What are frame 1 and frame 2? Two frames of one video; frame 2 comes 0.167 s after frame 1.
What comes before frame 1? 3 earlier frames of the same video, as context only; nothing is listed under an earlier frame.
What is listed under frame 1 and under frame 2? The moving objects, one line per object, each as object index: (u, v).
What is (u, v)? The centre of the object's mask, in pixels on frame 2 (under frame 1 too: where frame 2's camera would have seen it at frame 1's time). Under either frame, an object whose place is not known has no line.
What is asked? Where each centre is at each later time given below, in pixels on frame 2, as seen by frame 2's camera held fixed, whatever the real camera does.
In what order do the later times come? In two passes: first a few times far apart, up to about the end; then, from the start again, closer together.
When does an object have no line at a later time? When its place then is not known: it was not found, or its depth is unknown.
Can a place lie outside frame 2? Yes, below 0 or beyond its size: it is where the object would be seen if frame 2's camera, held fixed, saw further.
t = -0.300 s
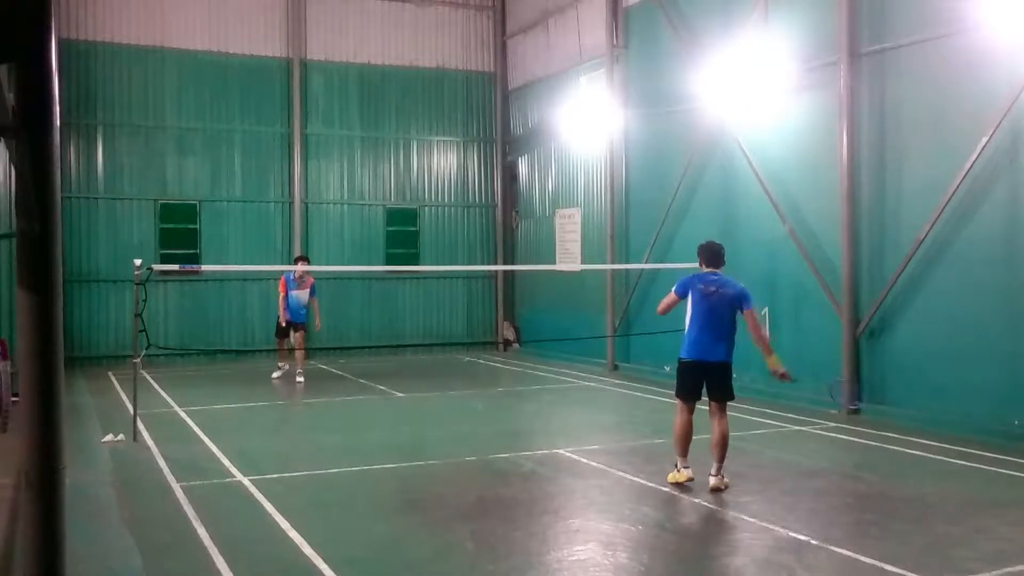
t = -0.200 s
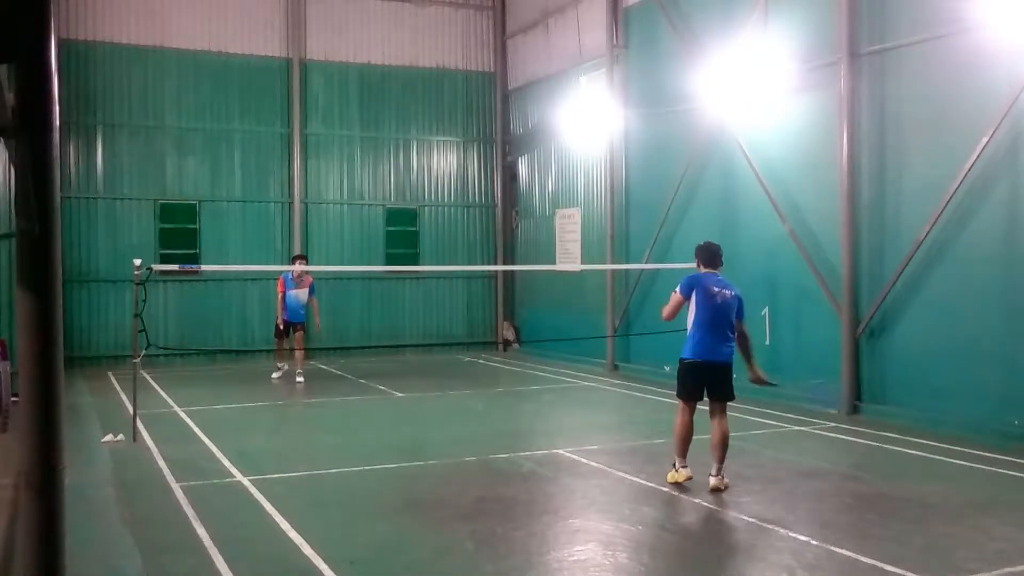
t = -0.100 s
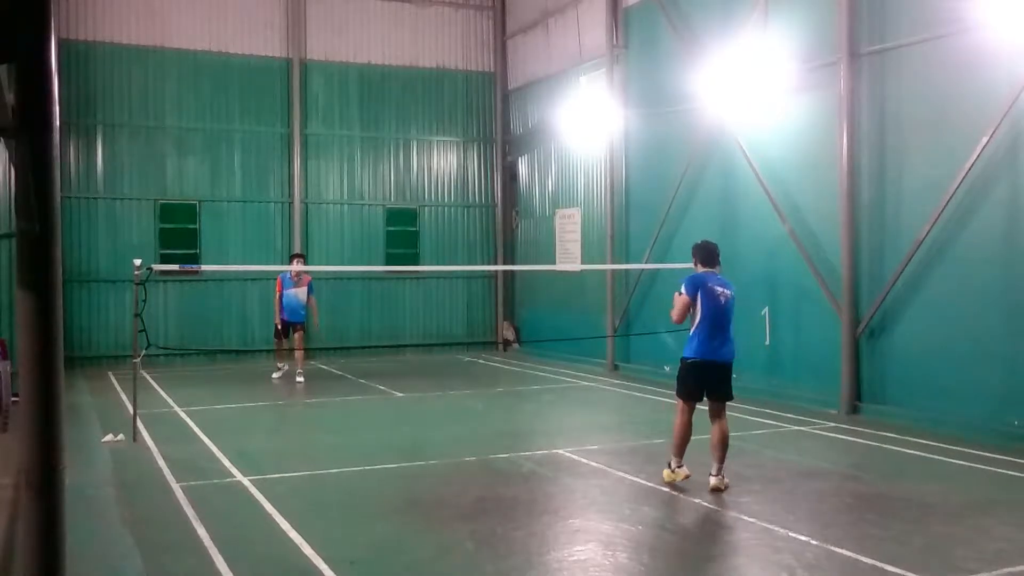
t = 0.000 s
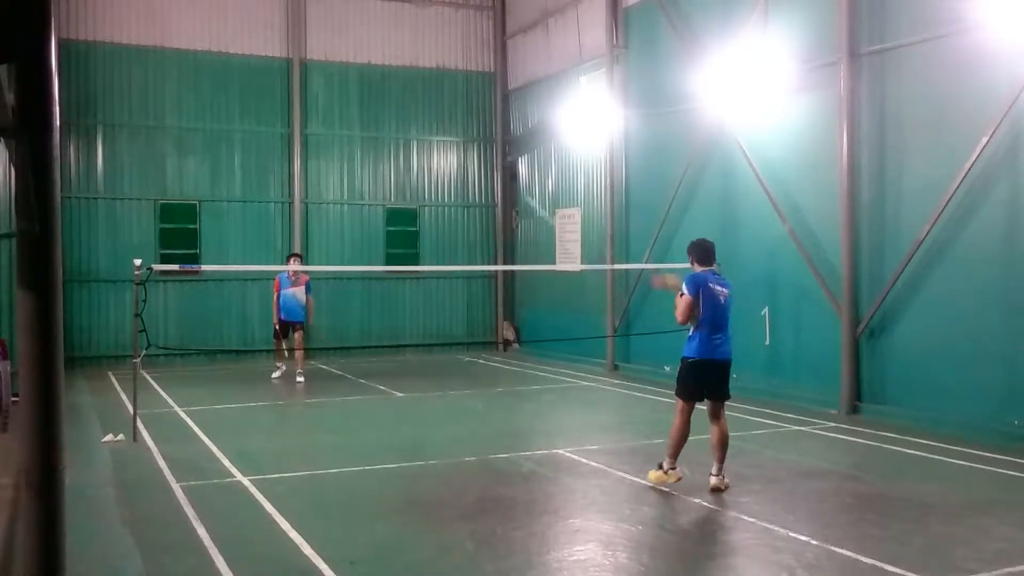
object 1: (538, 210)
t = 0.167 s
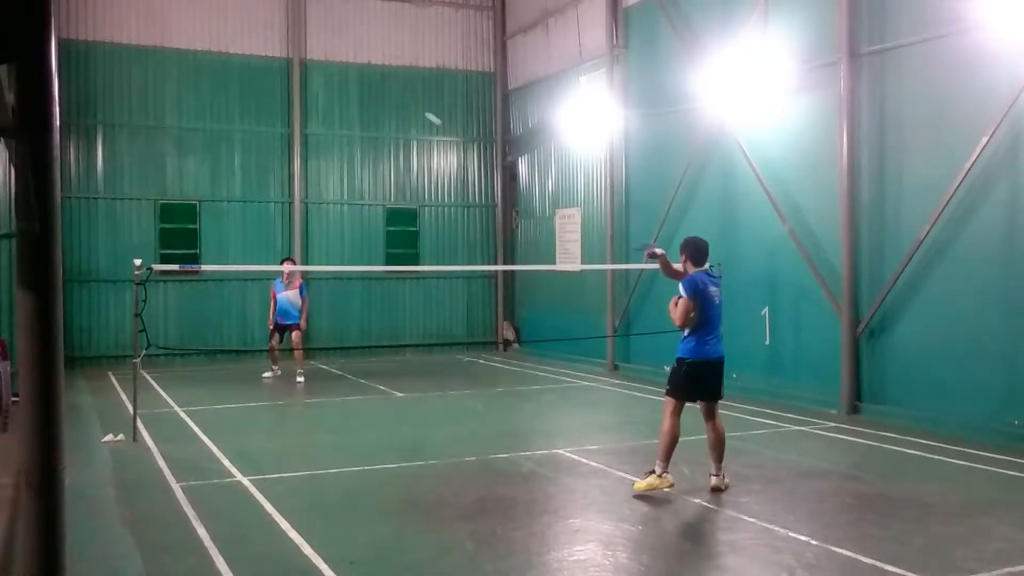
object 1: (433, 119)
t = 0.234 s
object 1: (408, 103)
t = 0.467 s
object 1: (352, 88)
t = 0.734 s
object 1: (315, 117)
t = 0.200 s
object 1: (420, 110)
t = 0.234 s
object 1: (408, 103)
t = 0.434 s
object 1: (358, 87)
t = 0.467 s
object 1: (352, 88)
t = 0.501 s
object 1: (346, 89)
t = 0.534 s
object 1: (341, 91)
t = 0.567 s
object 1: (336, 94)
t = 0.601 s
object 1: (331, 97)
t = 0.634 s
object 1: (326, 101)
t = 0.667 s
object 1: (322, 106)
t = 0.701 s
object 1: (318, 111)
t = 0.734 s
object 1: (315, 117)
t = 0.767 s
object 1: (311, 123)
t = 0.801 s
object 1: (308, 130)
